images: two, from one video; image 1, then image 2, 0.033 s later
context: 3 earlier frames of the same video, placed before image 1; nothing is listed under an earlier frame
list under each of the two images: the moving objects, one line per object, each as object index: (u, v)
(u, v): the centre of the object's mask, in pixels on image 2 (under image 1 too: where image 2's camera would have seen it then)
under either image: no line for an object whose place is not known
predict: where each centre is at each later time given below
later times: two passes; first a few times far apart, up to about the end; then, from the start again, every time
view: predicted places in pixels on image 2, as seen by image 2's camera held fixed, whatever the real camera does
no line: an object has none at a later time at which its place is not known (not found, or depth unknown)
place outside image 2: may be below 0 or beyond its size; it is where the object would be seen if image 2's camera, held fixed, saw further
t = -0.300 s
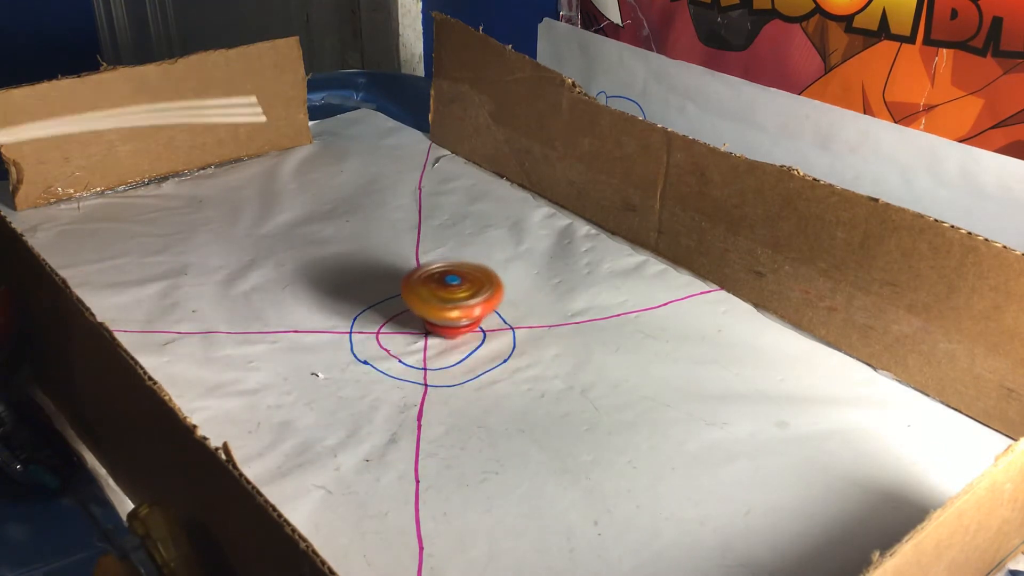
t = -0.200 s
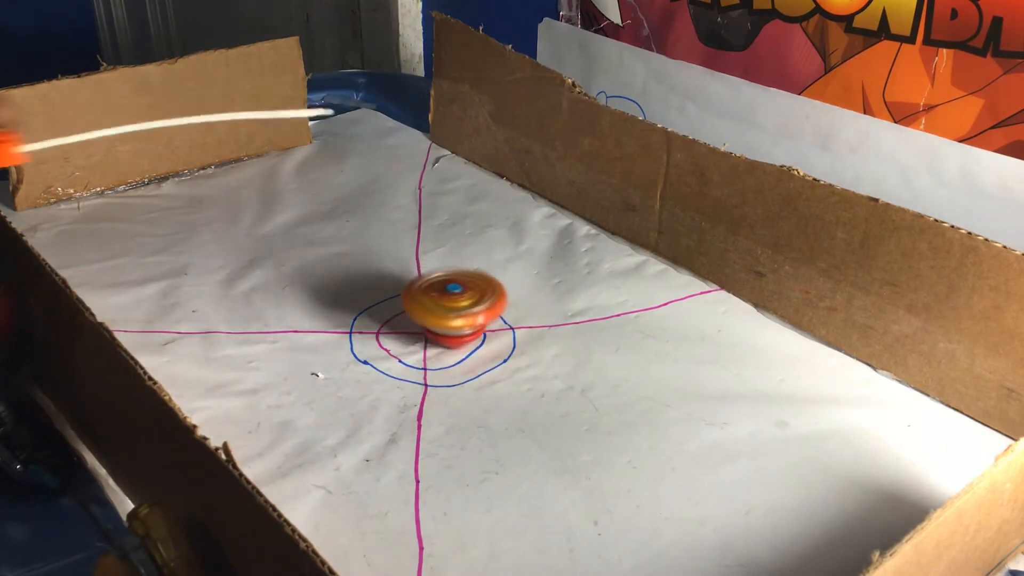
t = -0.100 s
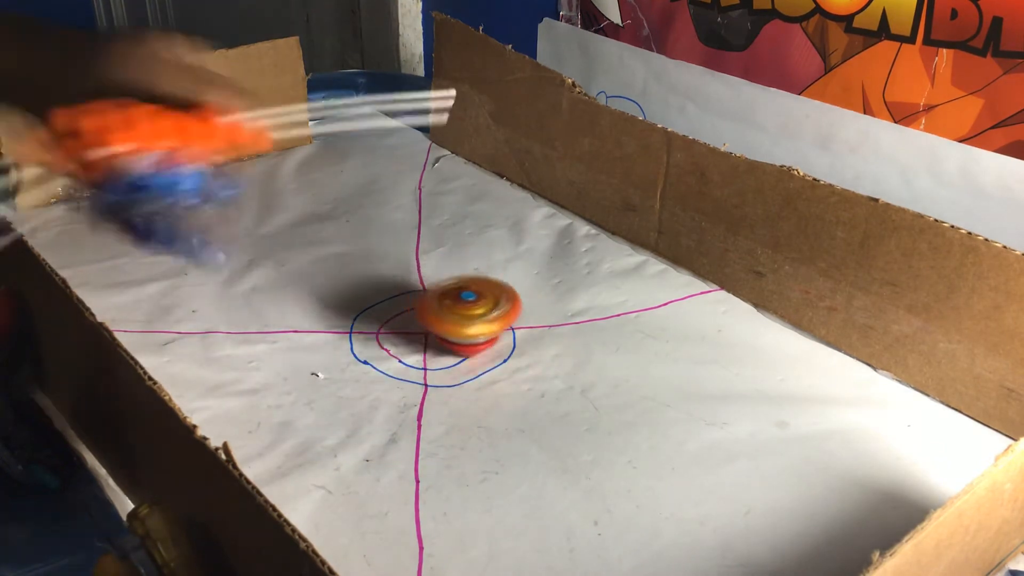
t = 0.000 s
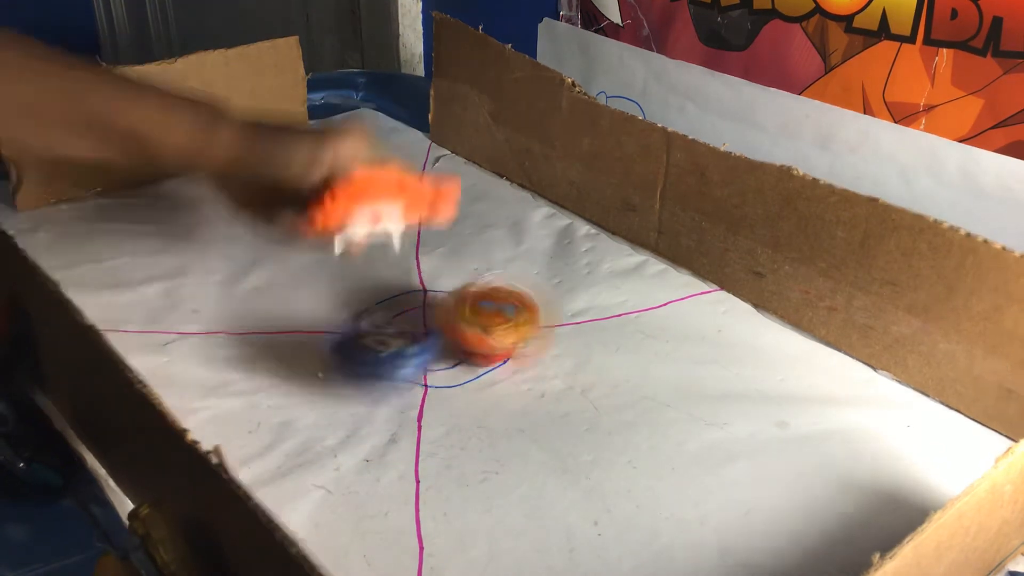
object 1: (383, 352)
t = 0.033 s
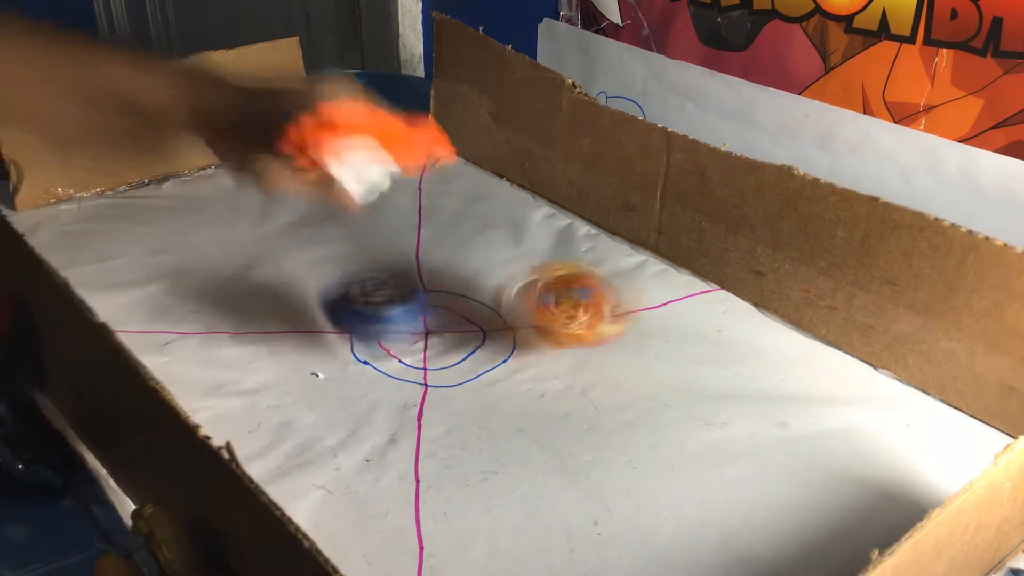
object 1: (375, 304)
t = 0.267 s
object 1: (288, 219)
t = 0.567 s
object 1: (186, 161)
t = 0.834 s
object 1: (155, 198)
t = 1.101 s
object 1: (192, 244)
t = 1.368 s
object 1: (272, 276)
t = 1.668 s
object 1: (333, 339)
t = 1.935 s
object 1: (500, 387)
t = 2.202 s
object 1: (645, 386)
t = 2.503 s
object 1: (726, 382)
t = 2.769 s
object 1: (754, 374)
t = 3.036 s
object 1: (741, 371)
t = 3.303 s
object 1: (689, 363)
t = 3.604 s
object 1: (609, 351)
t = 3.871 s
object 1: (510, 334)
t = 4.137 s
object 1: (405, 332)
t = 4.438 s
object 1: (322, 343)
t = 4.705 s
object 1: (313, 347)
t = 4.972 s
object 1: (350, 339)
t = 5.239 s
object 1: (386, 318)
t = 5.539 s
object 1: (406, 301)
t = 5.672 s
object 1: (417, 301)
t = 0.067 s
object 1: (360, 281)
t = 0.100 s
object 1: (349, 274)
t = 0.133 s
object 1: (336, 267)
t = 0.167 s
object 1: (324, 242)
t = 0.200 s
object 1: (312, 232)
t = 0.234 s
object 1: (301, 236)
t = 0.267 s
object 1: (288, 219)
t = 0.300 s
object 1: (273, 215)
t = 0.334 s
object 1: (261, 210)
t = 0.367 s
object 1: (251, 204)
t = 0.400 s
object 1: (241, 194)
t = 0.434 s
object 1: (230, 185)
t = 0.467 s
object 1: (218, 178)
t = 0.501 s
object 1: (207, 171)
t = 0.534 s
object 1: (194, 166)
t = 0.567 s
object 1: (186, 161)
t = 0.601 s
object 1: (178, 164)
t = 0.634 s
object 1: (170, 169)
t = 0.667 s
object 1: (163, 174)
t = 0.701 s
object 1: (159, 179)
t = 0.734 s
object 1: (156, 184)
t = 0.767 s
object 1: (155, 189)
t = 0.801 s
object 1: (154, 194)
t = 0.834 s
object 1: (155, 198)
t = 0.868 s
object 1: (156, 204)
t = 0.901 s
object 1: (159, 208)
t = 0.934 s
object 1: (161, 213)
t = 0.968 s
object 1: (165, 219)
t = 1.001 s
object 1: (170, 225)
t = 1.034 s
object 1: (176, 231)
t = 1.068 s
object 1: (184, 237)
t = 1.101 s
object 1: (192, 244)
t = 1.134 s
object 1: (203, 250)
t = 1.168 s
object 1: (214, 257)
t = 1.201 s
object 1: (227, 261)
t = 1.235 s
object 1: (239, 264)
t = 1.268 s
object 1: (250, 267)
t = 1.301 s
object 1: (258, 270)
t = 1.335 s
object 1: (266, 273)
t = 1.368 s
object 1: (272, 276)
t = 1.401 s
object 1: (278, 279)
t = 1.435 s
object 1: (284, 283)
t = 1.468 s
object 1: (290, 289)
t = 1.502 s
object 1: (295, 296)
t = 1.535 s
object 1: (298, 306)
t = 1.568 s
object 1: (301, 314)
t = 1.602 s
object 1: (309, 323)
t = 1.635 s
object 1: (319, 331)
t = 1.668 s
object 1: (333, 339)
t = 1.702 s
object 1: (349, 346)
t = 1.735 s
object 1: (367, 355)
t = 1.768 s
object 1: (387, 363)
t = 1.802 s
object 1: (408, 370)
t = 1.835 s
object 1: (430, 375)
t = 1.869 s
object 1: (452, 380)
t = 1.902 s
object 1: (474, 384)
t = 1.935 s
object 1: (500, 387)
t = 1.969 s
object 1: (521, 388)
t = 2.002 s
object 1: (545, 390)
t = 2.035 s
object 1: (563, 390)
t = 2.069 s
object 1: (582, 390)
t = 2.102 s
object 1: (602, 389)
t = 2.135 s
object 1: (618, 388)
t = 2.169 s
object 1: (632, 387)
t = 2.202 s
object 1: (645, 386)
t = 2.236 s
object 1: (655, 386)
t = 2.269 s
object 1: (667, 387)
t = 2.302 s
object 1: (674, 387)
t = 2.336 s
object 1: (685, 388)
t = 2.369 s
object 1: (694, 387)
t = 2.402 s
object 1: (703, 385)
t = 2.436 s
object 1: (712, 385)
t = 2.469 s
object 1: (719, 383)
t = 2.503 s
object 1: (726, 382)
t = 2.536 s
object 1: (732, 381)
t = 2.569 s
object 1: (738, 379)
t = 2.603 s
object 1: (743, 378)
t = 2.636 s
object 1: (746, 377)
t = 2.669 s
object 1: (749, 376)
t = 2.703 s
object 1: (752, 376)
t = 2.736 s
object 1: (753, 375)
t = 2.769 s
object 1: (754, 374)
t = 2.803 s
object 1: (755, 373)
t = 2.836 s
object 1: (755, 372)
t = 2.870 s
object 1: (753, 372)
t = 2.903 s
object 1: (753, 372)
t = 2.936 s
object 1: (753, 371)
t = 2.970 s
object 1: (747, 371)
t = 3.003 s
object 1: (744, 371)
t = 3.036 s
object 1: (741, 371)
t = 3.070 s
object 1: (737, 370)
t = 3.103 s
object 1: (731, 369)
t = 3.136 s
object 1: (725, 369)
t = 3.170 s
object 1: (719, 368)
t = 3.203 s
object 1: (712, 367)
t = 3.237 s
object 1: (705, 366)
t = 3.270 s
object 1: (696, 364)
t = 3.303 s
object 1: (689, 363)
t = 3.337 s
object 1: (681, 361)
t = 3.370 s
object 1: (673, 360)
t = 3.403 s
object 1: (664, 359)
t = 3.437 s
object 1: (656, 358)
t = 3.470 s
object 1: (647, 357)
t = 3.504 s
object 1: (640, 356)
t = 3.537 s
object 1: (631, 356)
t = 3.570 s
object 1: (620, 354)
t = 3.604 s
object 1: (609, 351)
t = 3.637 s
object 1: (597, 349)
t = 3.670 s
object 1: (585, 346)
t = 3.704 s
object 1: (573, 344)
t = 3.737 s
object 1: (560, 342)
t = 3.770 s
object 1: (548, 340)
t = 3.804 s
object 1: (535, 338)
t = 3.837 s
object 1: (523, 335)
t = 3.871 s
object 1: (510, 334)
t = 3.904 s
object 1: (497, 333)
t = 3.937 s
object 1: (485, 333)
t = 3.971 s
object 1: (471, 332)
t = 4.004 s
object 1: (458, 332)
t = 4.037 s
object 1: (443, 331)
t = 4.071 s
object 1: (431, 331)
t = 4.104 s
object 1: (418, 332)
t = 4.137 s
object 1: (405, 332)
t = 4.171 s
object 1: (392, 333)
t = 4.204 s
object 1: (380, 334)
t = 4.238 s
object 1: (368, 335)
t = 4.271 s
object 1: (359, 337)
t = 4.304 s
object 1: (351, 338)
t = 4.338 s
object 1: (342, 339)
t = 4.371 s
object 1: (334, 340)
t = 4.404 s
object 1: (327, 341)
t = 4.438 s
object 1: (322, 343)
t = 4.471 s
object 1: (316, 344)
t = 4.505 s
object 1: (313, 344)
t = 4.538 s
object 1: (311, 345)
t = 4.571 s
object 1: (309, 346)
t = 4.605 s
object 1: (309, 347)
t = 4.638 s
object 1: (309, 347)
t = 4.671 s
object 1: (311, 347)
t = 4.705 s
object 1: (313, 347)
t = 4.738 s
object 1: (317, 347)
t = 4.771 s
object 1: (321, 347)
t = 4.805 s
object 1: (325, 346)
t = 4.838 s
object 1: (330, 345)
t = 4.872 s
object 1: (335, 344)
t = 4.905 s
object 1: (340, 342)
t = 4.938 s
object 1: (345, 341)
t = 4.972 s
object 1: (350, 339)
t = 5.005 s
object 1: (355, 337)
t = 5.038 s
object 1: (359, 334)
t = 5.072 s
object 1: (364, 332)
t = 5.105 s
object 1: (369, 329)
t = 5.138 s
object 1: (374, 326)
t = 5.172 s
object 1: (379, 324)
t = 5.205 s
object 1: (383, 321)
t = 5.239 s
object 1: (386, 318)
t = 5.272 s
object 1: (391, 315)
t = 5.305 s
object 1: (393, 312)
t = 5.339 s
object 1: (397, 309)
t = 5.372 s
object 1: (399, 306)
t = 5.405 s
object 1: (401, 304)
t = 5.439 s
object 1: (402, 303)
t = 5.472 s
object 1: (403, 302)
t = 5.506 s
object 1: (405, 301)
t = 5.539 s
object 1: (406, 301)
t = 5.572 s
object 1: (408, 301)
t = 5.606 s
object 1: (404, 301)
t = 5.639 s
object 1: (409, 301)
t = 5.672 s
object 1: (417, 301)
